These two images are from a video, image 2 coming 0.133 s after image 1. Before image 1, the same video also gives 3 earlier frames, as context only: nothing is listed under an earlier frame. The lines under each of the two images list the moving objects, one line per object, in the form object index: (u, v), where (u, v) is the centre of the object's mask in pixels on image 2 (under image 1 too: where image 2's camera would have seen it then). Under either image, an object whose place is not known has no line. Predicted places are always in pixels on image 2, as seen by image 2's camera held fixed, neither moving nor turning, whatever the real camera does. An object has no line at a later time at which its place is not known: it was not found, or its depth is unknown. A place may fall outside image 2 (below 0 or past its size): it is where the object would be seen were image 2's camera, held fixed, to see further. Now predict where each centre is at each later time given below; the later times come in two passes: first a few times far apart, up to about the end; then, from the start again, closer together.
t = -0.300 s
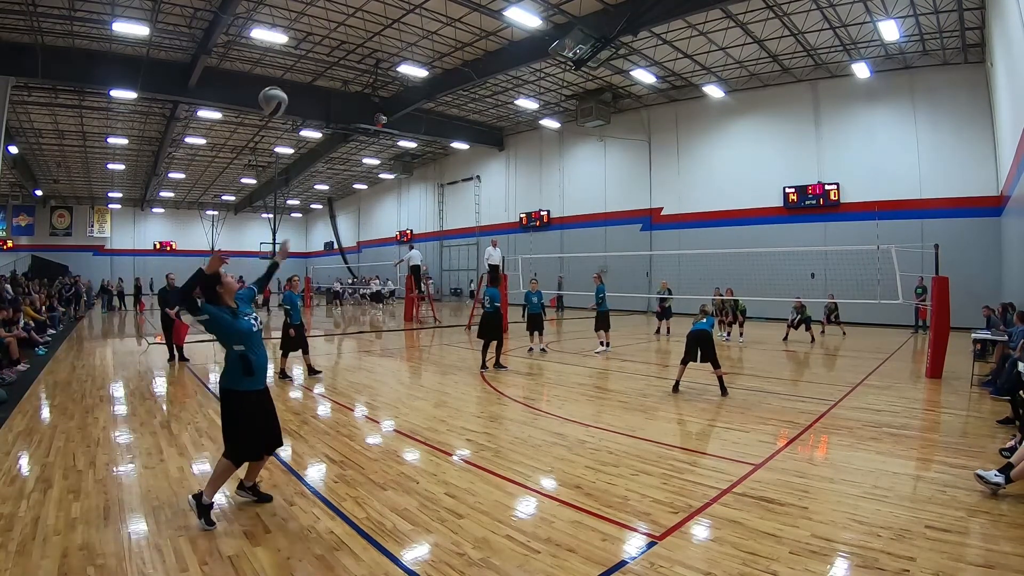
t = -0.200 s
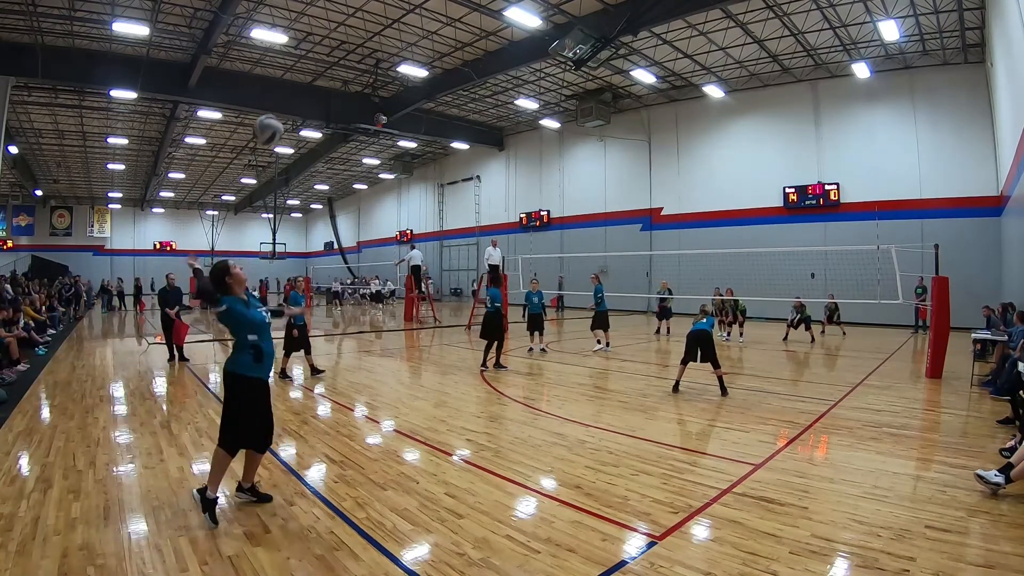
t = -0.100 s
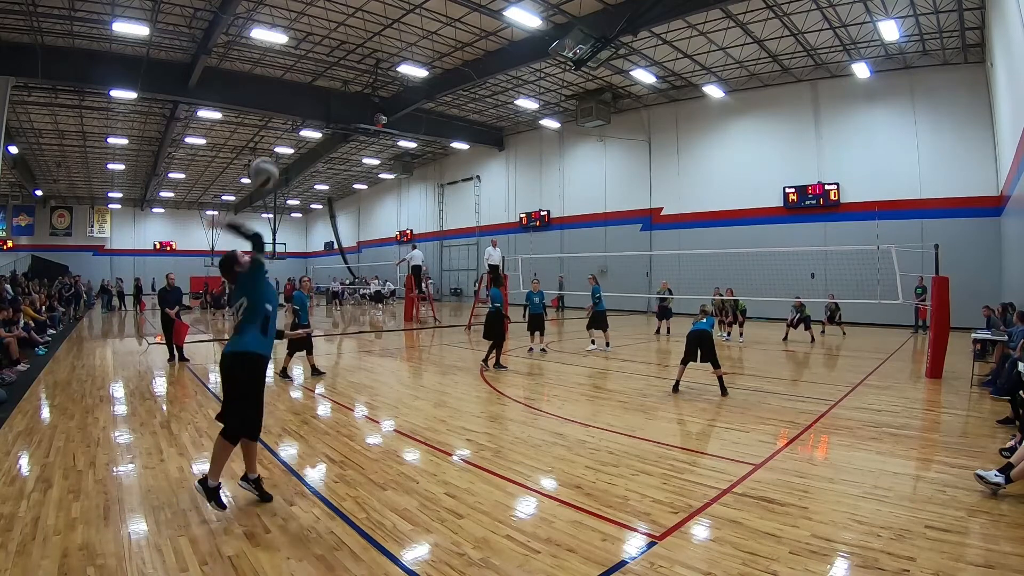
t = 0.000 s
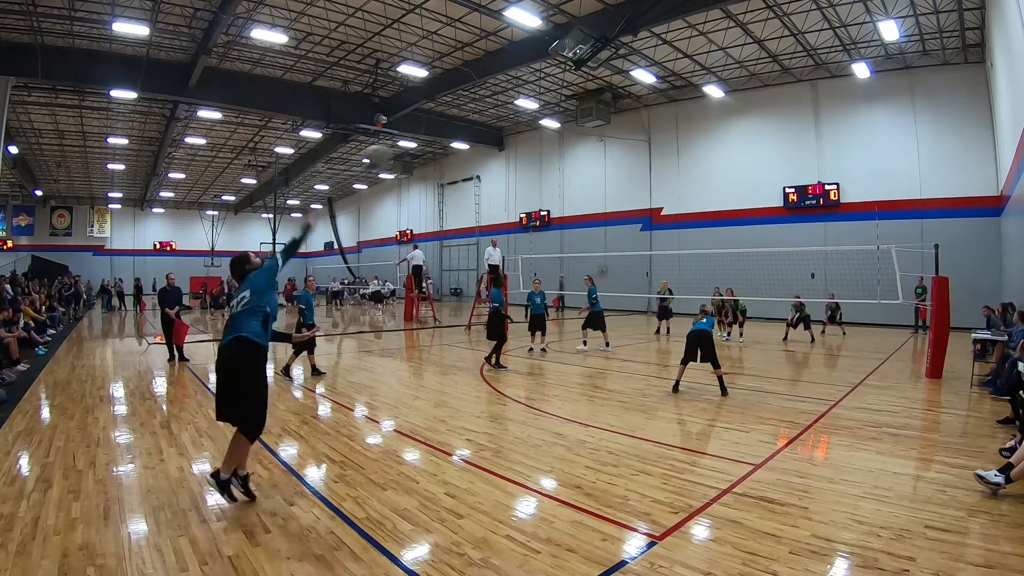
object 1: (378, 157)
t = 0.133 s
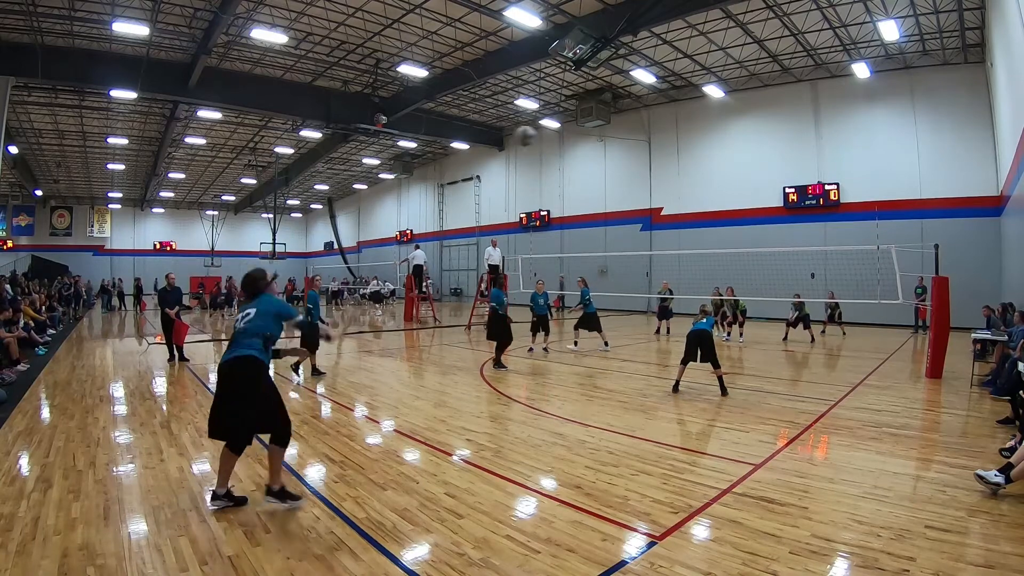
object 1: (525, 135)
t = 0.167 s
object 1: (552, 135)
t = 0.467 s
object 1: (700, 166)
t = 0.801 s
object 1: (774, 231)
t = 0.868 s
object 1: (783, 244)
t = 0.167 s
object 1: (552, 135)
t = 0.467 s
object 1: (700, 166)
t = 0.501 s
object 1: (710, 171)
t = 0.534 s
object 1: (720, 176)
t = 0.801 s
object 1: (774, 231)
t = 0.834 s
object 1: (779, 237)
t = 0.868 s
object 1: (783, 244)
